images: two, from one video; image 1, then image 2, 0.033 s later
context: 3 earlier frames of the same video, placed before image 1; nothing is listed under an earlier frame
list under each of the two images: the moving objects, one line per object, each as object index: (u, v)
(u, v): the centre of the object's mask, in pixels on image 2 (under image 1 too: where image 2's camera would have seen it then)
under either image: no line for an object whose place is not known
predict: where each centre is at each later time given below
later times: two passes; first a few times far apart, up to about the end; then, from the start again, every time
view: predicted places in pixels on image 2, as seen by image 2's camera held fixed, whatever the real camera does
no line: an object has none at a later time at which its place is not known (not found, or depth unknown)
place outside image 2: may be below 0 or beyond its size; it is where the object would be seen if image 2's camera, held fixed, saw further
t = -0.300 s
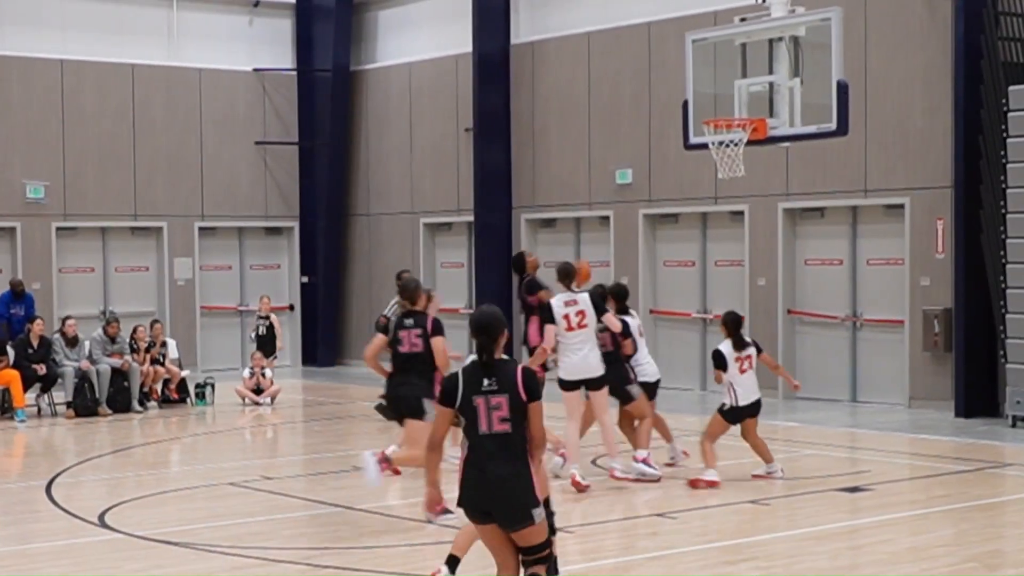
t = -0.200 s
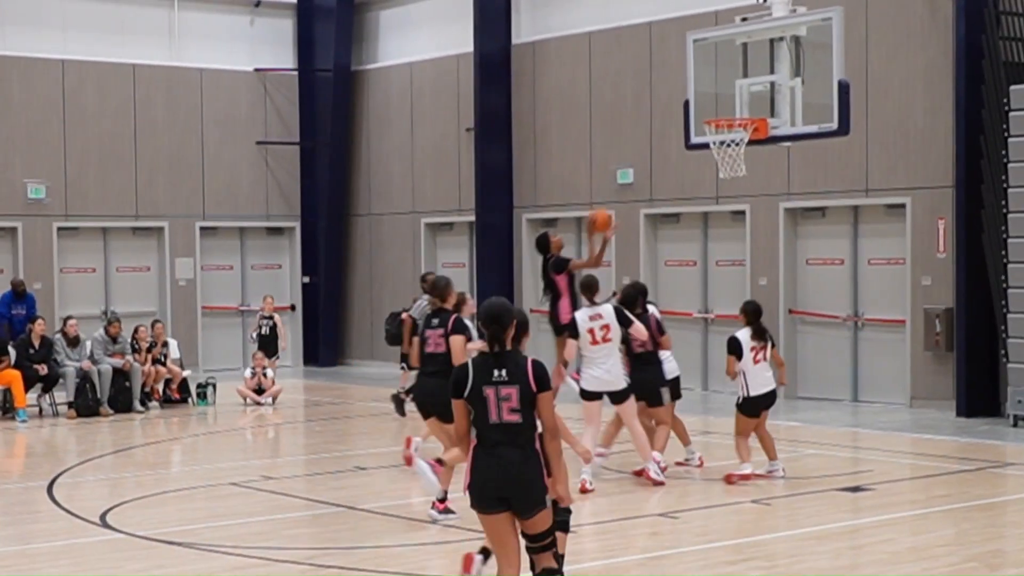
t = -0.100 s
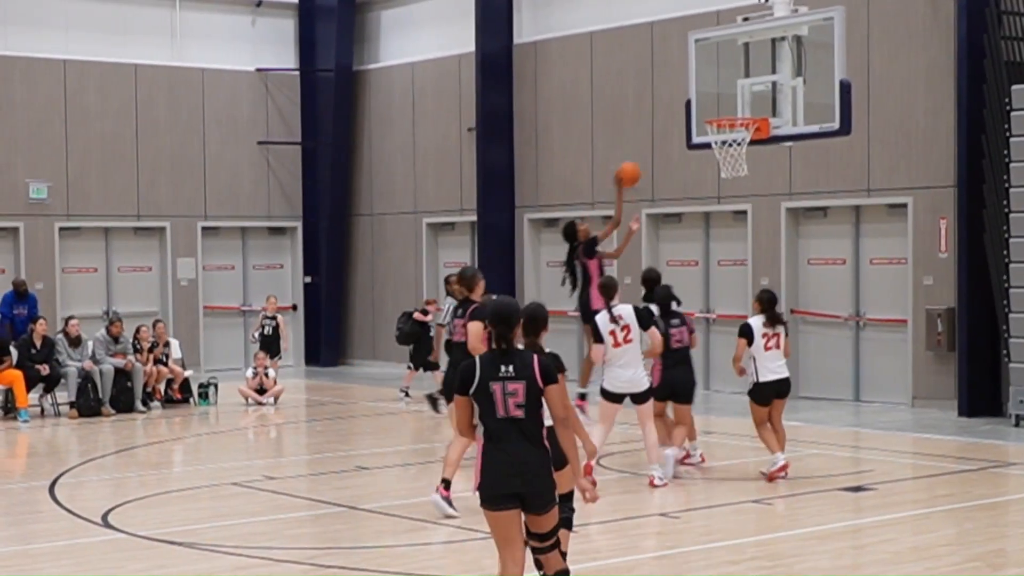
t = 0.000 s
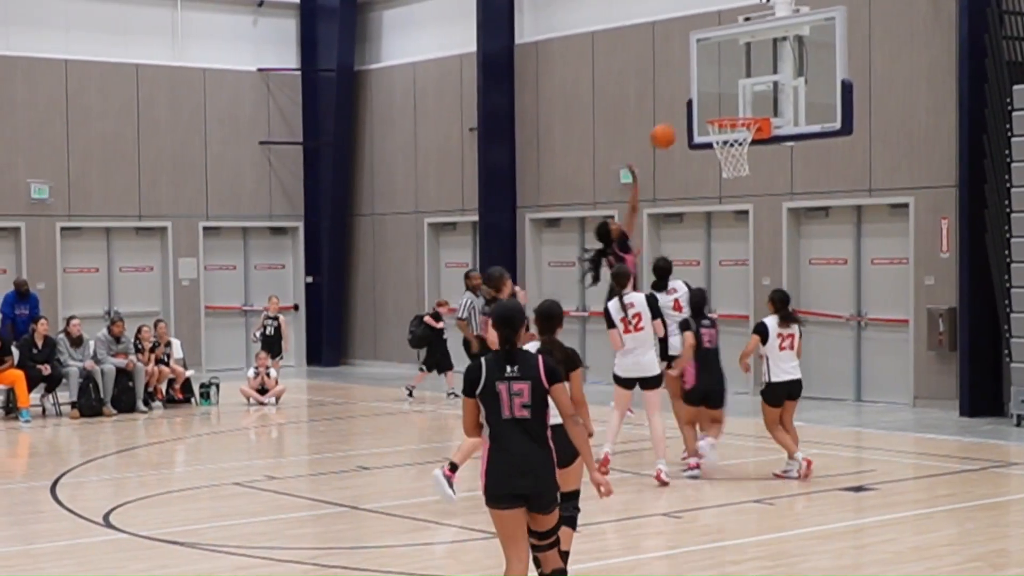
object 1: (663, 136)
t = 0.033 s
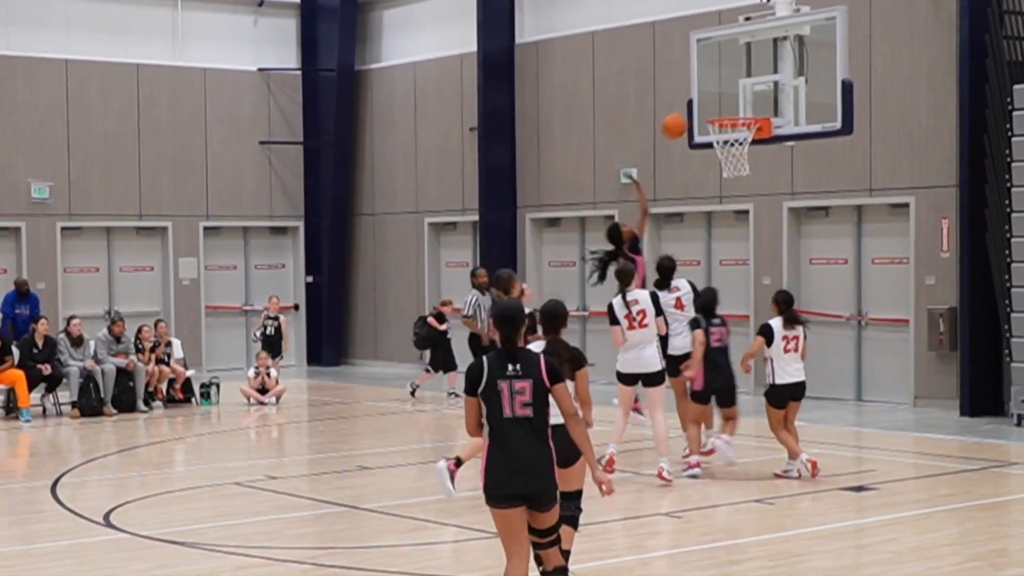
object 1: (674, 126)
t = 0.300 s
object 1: (720, 95)
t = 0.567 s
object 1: (731, 107)
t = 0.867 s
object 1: (746, 115)
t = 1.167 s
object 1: (735, 161)
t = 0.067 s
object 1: (686, 117)
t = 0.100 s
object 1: (698, 109)
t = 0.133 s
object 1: (709, 102)
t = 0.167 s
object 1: (720, 97)
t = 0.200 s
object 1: (724, 94)
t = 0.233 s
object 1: (722, 93)
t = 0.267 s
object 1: (721, 94)
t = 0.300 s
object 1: (720, 95)
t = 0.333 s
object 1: (718, 98)
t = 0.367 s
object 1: (717, 102)
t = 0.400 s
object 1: (714, 108)
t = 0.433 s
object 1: (715, 108)
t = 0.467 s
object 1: (720, 107)
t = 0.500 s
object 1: (723, 106)
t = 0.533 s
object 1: (727, 106)
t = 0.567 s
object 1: (731, 107)
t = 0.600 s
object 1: (735, 109)
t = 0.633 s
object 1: (737, 108)
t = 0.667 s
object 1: (740, 108)
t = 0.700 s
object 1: (742, 108)
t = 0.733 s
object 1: (744, 109)
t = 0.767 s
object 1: (746, 111)
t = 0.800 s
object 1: (747, 111)
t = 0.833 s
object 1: (746, 111)
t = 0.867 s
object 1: (746, 115)
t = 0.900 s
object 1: (744, 122)
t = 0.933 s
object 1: (743, 129)
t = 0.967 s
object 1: (741, 131)
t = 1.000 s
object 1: (741, 138)
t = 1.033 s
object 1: (742, 143)
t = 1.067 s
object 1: (740, 148)
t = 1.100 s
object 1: (738, 153)
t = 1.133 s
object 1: (737, 156)
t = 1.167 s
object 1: (735, 161)
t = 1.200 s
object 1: (733, 168)
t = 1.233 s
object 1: (731, 177)
